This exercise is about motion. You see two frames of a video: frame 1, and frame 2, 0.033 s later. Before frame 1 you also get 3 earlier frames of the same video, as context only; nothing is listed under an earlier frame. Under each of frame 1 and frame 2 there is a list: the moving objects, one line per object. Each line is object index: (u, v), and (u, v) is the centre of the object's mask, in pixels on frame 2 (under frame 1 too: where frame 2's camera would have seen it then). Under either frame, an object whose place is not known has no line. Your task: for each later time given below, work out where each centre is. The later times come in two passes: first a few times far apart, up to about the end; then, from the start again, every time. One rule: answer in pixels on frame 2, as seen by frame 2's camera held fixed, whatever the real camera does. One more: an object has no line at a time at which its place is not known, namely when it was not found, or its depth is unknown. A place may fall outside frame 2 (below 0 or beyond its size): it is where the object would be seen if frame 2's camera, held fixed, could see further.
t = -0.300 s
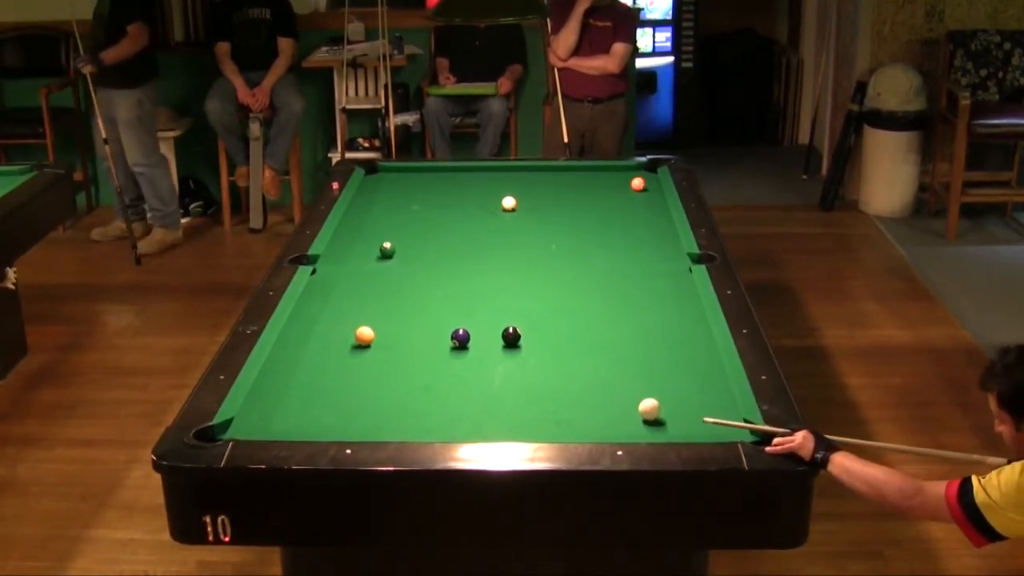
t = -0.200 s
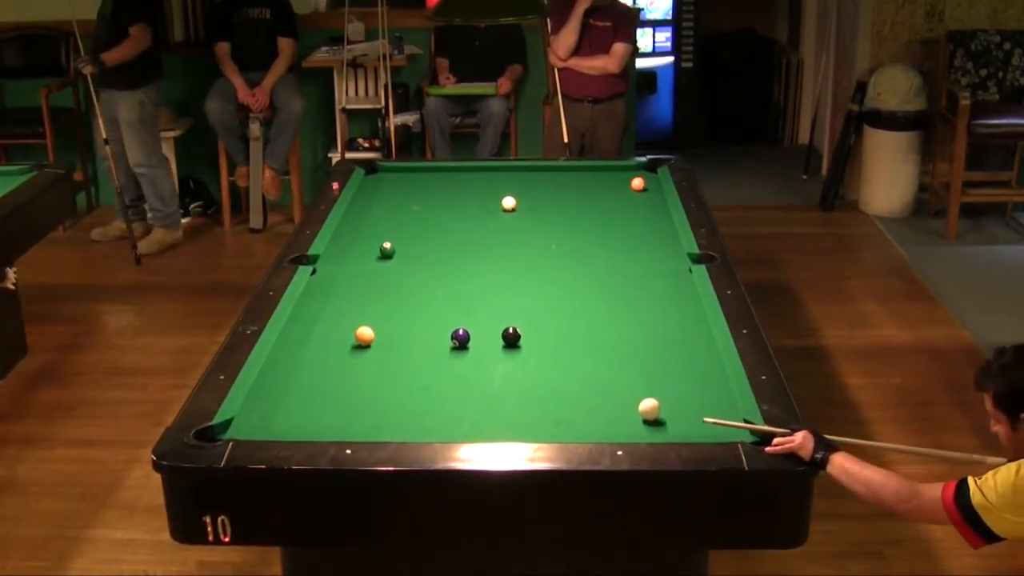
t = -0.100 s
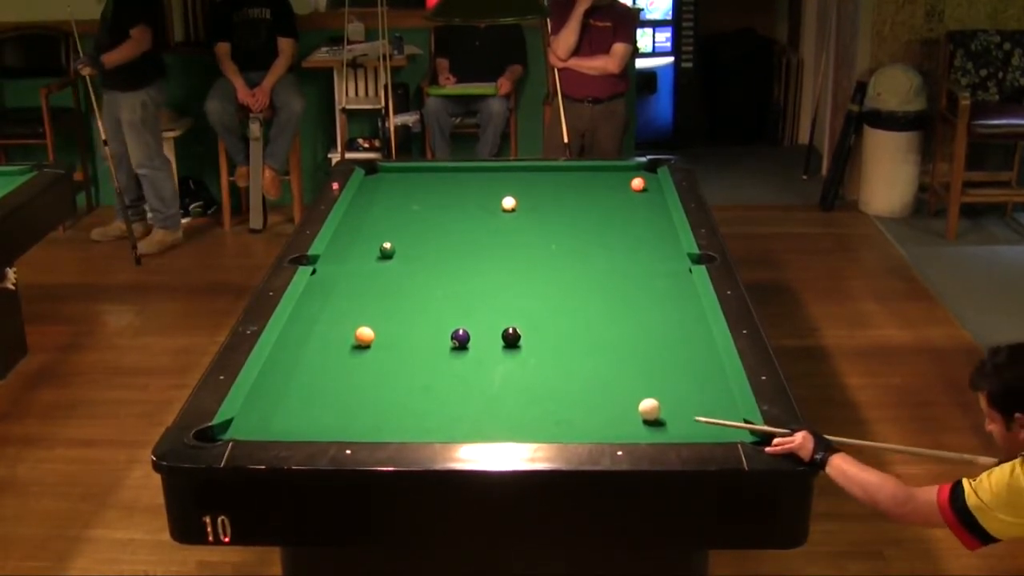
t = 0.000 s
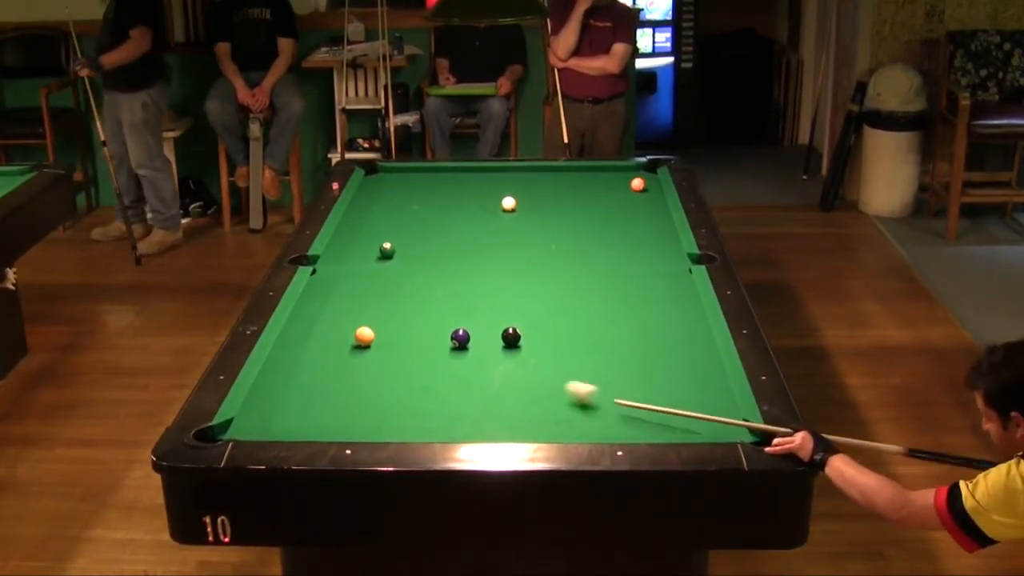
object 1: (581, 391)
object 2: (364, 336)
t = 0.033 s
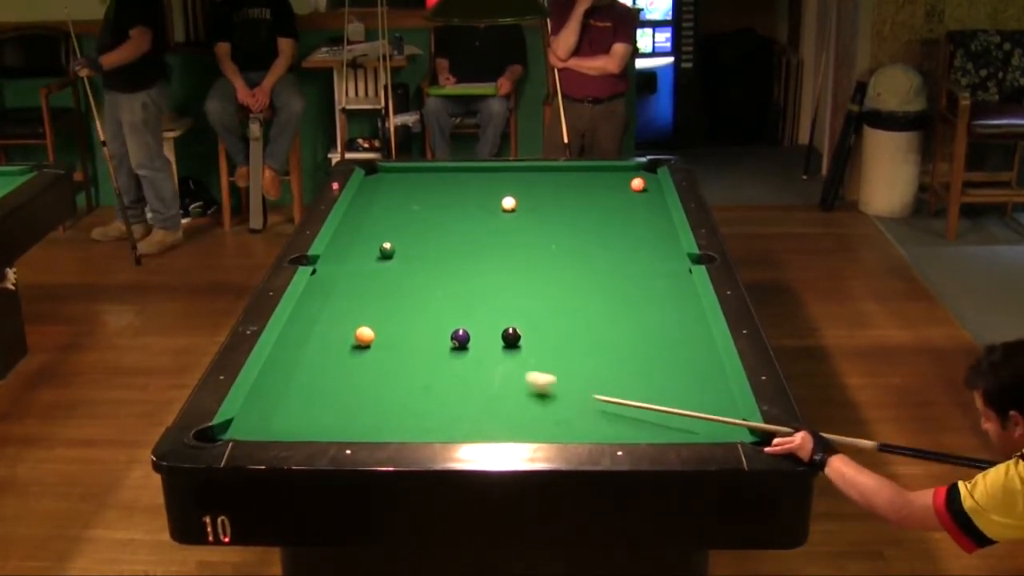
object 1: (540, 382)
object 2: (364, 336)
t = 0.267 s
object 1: (362, 345)
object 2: (317, 316)
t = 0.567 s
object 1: (308, 356)
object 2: (423, 282)
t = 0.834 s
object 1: (281, 364)
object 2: (515, 262)
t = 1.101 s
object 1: (299, 371)
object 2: (598, 244)
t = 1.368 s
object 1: (317, 378)
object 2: (666, 227)
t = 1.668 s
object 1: (337, 386)
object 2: (619, 219)
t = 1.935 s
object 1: (352, 391)
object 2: (585, 212)
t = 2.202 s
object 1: (367, 397)
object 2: (554, 206)
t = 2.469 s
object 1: (381, 402)
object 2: (524, 200)
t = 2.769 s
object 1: (394, 407)
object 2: (492, 193)
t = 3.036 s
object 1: (405, 411)
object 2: (467, 188)
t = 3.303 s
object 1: (414, 414)
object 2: (443, 183)
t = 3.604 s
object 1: (422, 417)
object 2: (419, 179)
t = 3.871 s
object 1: (428, 418)
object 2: (398, 175)
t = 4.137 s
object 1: (432, 420)
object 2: (379, 171)
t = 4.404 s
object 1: (433, 420)
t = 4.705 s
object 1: (433, 420)
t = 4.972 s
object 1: (432, 420)
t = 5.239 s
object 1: (433, 419)
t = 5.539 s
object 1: (433, 420)
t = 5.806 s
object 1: (433, 420)
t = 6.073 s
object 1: (433, 419)
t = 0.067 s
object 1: (502, 372)
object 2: (364, 336)
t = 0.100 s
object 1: (467, 363)
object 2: (364, 336)
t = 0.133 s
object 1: (432, 355)
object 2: (364, 336)
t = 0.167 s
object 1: (400, 347)
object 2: (364, 336)
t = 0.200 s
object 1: (374, 342)
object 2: (358, 332)
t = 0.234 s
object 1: (368, 344)
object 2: (337, 324)
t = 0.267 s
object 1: (362, 345)
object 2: (317, 316)
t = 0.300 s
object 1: (356, 347)
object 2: (301, 310)
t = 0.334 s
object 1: (350, 348)
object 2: (318, 305)
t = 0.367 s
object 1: (344, 349)
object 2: (336, 301)
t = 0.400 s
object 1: (338, 350)
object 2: (353, 298)
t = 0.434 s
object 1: (332, 351)
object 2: (368, 294)
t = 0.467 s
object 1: (326, 352)
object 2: (384, 291)
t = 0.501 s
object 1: (320, 353)
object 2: (398, 288)
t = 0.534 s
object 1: (314, 354)
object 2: (411, 285)
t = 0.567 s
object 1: (308, 356)
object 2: (423, 282)
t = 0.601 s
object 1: (302, 357)
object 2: (435, 280)
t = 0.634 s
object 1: (296, 358)
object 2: (447, 277)
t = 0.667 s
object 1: (290, 359)
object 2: (459, 275)
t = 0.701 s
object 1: (284, 360)
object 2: (470, 272)
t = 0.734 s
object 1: (278, 361)
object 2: (482, 269)
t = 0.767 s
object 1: (276, 362)
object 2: (493, 267)
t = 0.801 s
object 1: (278, 363)
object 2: (504, 264)
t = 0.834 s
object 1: (281, 364)
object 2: (515, 262)
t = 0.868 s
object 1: (283, 365)
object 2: (526, 260)
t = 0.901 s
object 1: (285, 366)
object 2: (537, 257)
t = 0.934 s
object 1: (288, 367)
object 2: (547, 255)
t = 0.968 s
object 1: (290, 368)
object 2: (558, 253)
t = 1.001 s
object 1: (292, 369)
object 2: (568, 250)
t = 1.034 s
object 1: (295, 370)
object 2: (578, 248)
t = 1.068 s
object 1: (297, 370)
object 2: (588, 246)
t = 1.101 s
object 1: (299, 371)
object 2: (598, 244)
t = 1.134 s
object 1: (301, 372)
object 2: (608, 241)
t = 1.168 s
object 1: (303, 373)
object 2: (617, 239)
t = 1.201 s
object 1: (306, 374)
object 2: (627, 237)
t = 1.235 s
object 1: (308, 375)
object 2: (636, 235)
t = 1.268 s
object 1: (311, 376)
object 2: (645, 233)
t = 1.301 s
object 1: (312, 377)
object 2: (655, 231)
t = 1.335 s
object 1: (315, 377)
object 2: (663, 229)
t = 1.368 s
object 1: (317, 378)
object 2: (666, 227)
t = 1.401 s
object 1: (319, 379)
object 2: (659, 227)
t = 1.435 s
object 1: (322, 380)
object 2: (653, 226)
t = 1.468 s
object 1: (324, 381)
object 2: (647, 225)
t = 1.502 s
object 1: (326, 381)
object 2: (642, 224)
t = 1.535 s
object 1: (328, 382)
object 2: (638, 223)
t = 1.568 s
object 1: (330, 383)
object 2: (633, 222)
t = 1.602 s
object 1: (332, 384)
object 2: (628, 221)
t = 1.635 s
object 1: (335, 385)
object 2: (624, 220)
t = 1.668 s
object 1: (337, 386)
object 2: (619, 219)
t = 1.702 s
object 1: (338, 386)
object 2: (615, 218)
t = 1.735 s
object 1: (341, 387)
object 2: (611, 217)
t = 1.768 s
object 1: (342, 388)
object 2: (606, 216)
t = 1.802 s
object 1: (344, 389)
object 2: (602, 215)
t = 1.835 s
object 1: (346, 389)
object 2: (598, 215)
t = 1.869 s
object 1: (348, 390)
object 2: (593, 214)
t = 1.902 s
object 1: (350, 391)
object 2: (589, 213)
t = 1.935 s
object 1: (352, 391)
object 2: (585, 212)
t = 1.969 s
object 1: (354, 392)
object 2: (581, 211)
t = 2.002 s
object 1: (356, 393)
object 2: (577, 210)
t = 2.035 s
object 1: (358, 394)
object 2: (573, 210)
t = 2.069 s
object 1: (360, 394)
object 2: (569, 209)
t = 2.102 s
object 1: (362, 395)
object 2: (565, 208)
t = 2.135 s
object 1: (364, 396)
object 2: (561, 207)
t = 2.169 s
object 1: (366, 396)
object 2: (557, 206)
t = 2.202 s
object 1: (367, 397)
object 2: (554, 206)
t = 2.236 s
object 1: (369, 398)
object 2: (550, 205)
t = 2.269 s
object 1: (371, 398)
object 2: (546, 204)
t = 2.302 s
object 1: (372, 399)
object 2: (542, 203)
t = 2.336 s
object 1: (374, 400)
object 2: (538, 202)
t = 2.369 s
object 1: (376, 400)
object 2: (535, 202)
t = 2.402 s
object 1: (377, 401)
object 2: (531, 201)
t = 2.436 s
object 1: (379, 402)
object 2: (528, 200)
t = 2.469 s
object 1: (381, 402)
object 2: (524, 200)
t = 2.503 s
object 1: (382, 403)
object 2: (521, 199)
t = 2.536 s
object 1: (384, 403)
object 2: (518, 197)
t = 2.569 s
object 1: (385, 404)
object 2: (515, 196)
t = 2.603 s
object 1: (387, 405)
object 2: (510, 194)
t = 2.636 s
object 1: (388, 405)
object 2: (506, 194)
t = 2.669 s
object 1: (390, 406)
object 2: (502, 194)
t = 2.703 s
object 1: (391, 406)
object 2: (499, 194)
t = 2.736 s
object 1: (393, 407)
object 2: (496, 194)
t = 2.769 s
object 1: (394, 407)
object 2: (492, 193)
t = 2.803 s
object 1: (396, 408)
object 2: (489, 193)
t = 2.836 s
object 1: (397, 408)
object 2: (486, 192)
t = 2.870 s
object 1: (398, 409)
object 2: (483, 191)
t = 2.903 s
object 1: (400, 409)
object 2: (480, 191)
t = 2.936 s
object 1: (401, 410)
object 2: (476, 190)
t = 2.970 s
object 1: (402, 410)
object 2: (473, 189)
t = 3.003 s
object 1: (403, 411)
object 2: (470, 189)
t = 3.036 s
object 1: (405, 411)
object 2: (467, 188)
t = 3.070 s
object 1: (406, 411)
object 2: (464, 187)
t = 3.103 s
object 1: (407, 412)
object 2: (461, 187)
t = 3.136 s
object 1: (408, 412)
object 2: (458, 186)
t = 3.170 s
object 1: (409, 413)
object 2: (455, 186)
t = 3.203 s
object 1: (410, 413)
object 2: (452, 185)
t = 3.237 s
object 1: (412, 413)
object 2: (449, 185)
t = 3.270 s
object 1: (413, 414)
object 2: (446, 184)
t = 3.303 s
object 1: (414, 414)
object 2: (443, 183)
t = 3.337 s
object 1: (415, 414)
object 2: (441, 183)
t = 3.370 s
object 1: (416, 415)
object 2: (437, 182)
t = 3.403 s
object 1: (417, 415)
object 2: (435, 182)
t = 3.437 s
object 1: (418, 415)
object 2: (432, 181)
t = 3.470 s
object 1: (419, 416)
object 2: (429, 181)
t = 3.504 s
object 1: (420, 416)
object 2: (426, 180)
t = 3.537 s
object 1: (421, 416)
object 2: (424, 180)
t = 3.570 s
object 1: (422, 416)
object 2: (421, 179)
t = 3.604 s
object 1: (422, 417)
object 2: (419, 179)
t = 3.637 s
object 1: (423, 417)
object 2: (416, 178)
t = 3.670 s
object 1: (424, 417)
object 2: (413, 177)
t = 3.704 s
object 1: (425, 417)
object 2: (411, 177)
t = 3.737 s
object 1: (425, 418)
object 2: (408, 176)
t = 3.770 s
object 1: (426, 418)
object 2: (405, 176)
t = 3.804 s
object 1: (427, 418)
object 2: (403, 175)
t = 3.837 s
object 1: (427, 418)
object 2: (400, 175)
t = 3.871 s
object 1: (428, 418)
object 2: (398, 175)
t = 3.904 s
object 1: (429, 418)
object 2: (396, 174)
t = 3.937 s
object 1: (429, 419)
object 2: (393, 173)
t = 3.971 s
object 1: (429, 419)
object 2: (391, 173)
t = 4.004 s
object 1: (430, 419)
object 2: (388, 173)
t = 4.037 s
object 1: (430, 419)
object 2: (386, 172)
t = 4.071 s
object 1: (431, 419)
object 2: (384, 171)
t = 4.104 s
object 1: (431, 419)
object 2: (381, 171)
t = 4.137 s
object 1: (432, 420)
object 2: (379, 171)
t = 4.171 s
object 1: (432, 420)
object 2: (377, 170)
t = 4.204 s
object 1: (432, 420)
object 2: (375, 169)
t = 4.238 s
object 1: (433, 420)
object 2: (372, 169)
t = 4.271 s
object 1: (433, 420)
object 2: (370, 169)
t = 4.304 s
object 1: (433, 420)
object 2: (368, 169)
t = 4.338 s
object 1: (433, 420)
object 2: (367, 170)
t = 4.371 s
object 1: (433, 420)
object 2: (366, 172)
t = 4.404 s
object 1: (433, 420)
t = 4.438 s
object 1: (433, 420)
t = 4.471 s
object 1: (433, 420)
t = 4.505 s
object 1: (433, 420)
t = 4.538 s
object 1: (433, 420)
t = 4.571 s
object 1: (433, 420)
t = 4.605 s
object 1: (433, 420)
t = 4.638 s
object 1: (433, 420)
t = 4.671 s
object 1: (433, 420)
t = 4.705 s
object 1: (433, 420)
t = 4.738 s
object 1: (432, 420)
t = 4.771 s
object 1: (432, 420)
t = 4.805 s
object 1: (432, 420)
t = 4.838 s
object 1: (432, 420)
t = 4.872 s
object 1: (432, 420)
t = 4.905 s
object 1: (432, 420)
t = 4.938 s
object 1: (432, 420)
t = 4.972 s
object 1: (432, 420)
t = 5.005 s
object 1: (432, 420)
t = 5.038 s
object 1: (432, 420)
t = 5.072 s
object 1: (432, 420)
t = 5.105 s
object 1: (432, 420)
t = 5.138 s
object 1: (433, 419)
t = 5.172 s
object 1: (432, 420)
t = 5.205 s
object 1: (433, 419)
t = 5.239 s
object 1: (433, 419)
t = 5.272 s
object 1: (433, 419)
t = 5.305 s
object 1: (433, 419)
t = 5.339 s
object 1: (433, 420)
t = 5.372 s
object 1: (433, 420)
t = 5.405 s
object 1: (433, 419)
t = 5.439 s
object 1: (433, 420)
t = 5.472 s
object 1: (433, 420)
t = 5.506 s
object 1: (433, 419)
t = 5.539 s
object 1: (433, 420)
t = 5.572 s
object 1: (433, 420)
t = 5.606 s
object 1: (433, 420)
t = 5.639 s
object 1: (433, 420)
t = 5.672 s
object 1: (433, 420)
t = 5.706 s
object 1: (433, 420)
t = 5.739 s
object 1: (433, 420)
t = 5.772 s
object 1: (433, 420)
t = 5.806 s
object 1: (433, 420)
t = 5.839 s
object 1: (433, 420)
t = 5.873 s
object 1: (433, 420)
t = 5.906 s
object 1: (433, 420)
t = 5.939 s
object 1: (433, 420)
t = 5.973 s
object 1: (433, 420)
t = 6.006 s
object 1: (433, 420)
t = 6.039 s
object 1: (433, 419)
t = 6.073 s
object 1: (433, 419)
